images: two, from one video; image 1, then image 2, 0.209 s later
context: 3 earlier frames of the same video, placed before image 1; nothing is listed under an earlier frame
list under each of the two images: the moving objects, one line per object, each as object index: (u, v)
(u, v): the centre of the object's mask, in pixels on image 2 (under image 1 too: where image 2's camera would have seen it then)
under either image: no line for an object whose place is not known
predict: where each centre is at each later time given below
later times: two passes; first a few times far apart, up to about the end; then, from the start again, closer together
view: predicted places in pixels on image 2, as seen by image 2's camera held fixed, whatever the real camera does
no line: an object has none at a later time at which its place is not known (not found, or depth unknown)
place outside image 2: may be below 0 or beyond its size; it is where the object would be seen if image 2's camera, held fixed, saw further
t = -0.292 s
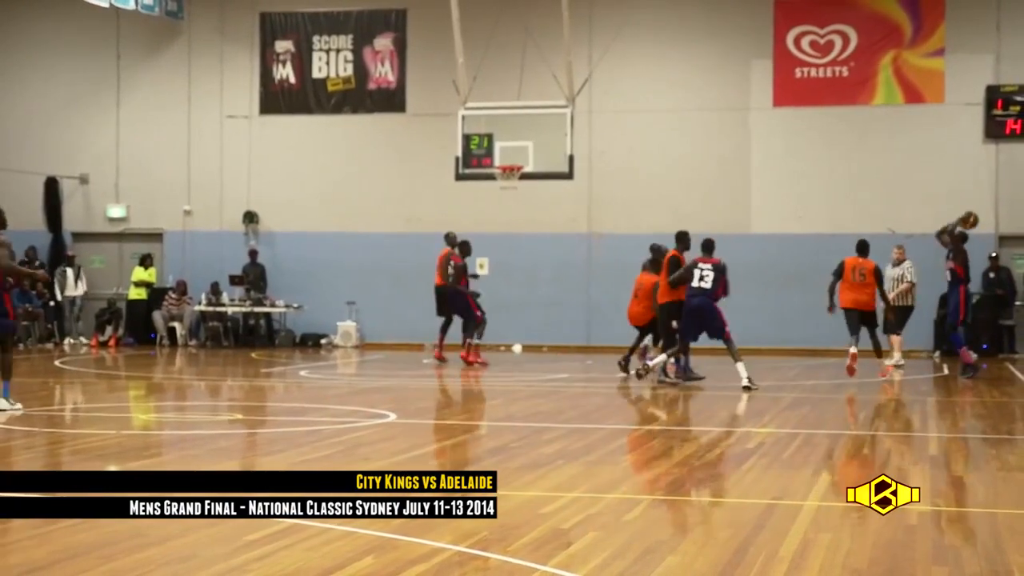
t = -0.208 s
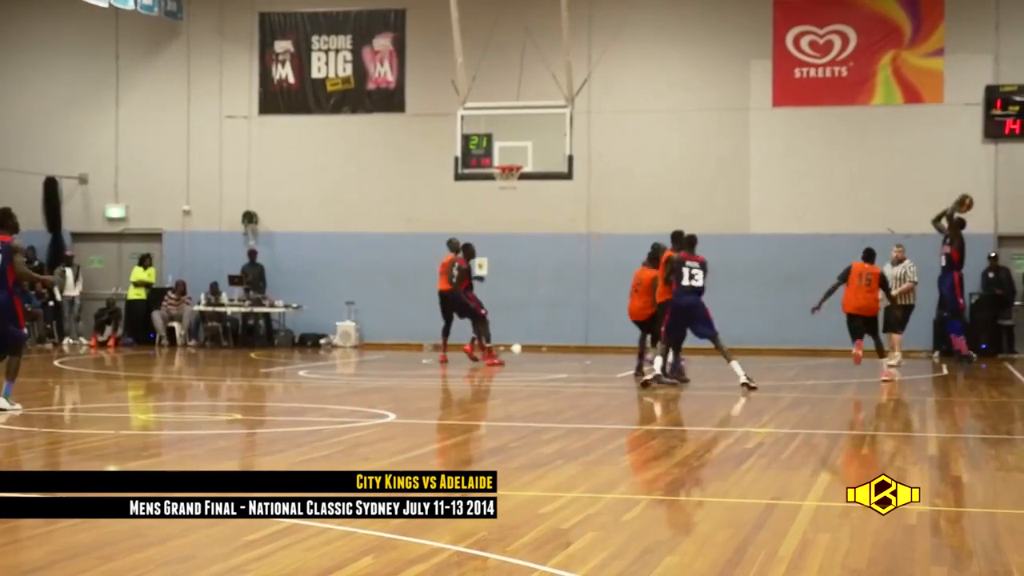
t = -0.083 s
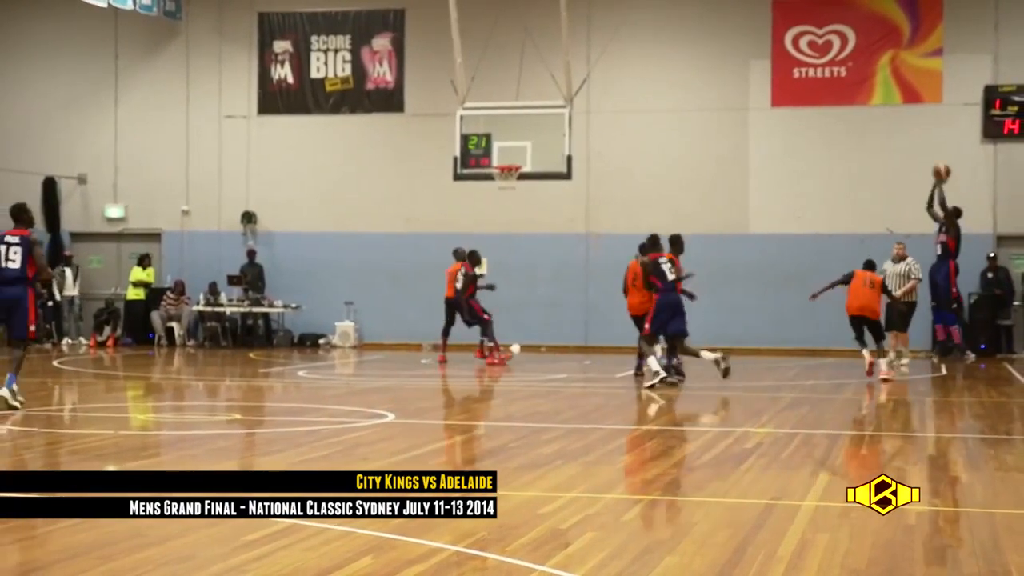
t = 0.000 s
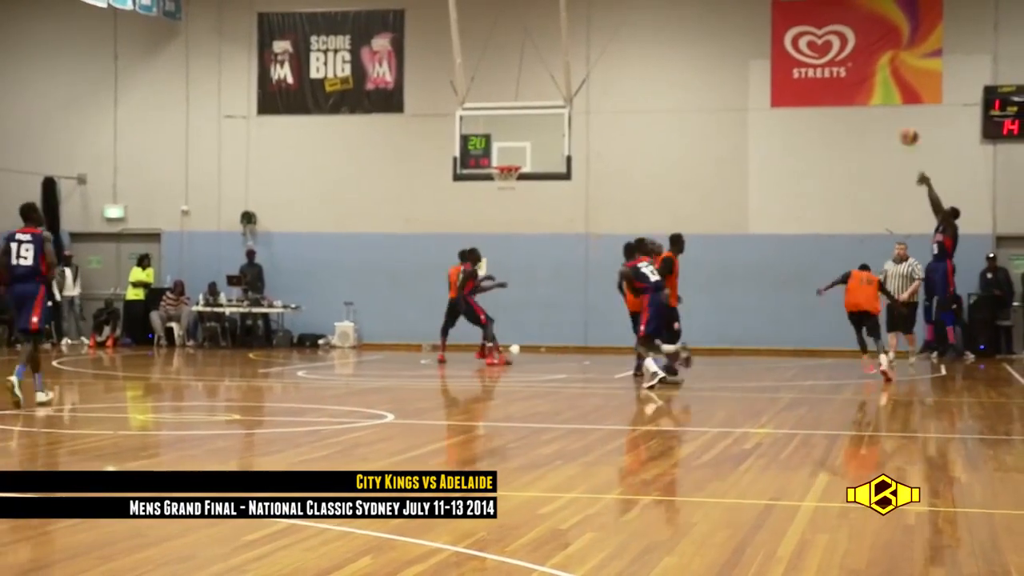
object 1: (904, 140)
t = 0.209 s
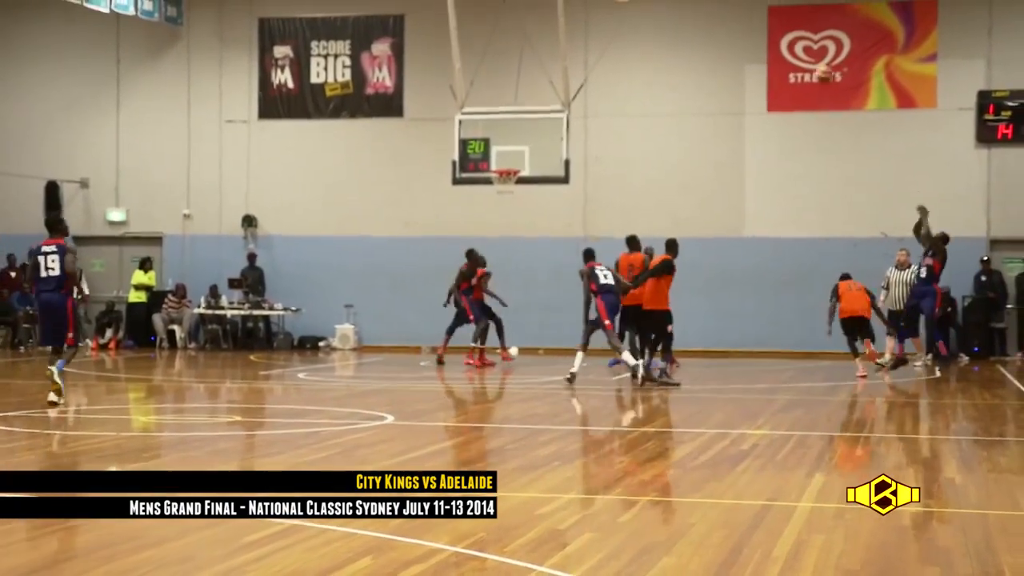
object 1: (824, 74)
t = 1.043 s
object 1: (548, 112)
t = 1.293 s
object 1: (493, 182)
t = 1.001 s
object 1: (560, 100)
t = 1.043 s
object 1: (548, 112)
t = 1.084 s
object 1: (537, 126)
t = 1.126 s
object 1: (525, 139)
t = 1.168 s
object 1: (514, 155)
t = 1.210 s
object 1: (503, 170)
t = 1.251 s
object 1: (493, 181)
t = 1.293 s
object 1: (493, 182)
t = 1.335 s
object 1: (493, 188)
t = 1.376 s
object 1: (492, 194)
